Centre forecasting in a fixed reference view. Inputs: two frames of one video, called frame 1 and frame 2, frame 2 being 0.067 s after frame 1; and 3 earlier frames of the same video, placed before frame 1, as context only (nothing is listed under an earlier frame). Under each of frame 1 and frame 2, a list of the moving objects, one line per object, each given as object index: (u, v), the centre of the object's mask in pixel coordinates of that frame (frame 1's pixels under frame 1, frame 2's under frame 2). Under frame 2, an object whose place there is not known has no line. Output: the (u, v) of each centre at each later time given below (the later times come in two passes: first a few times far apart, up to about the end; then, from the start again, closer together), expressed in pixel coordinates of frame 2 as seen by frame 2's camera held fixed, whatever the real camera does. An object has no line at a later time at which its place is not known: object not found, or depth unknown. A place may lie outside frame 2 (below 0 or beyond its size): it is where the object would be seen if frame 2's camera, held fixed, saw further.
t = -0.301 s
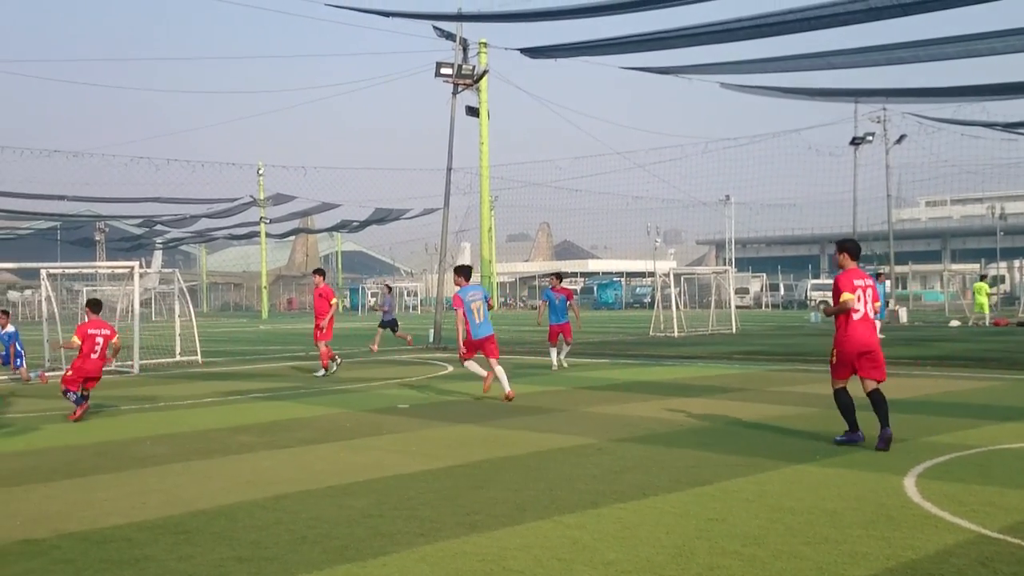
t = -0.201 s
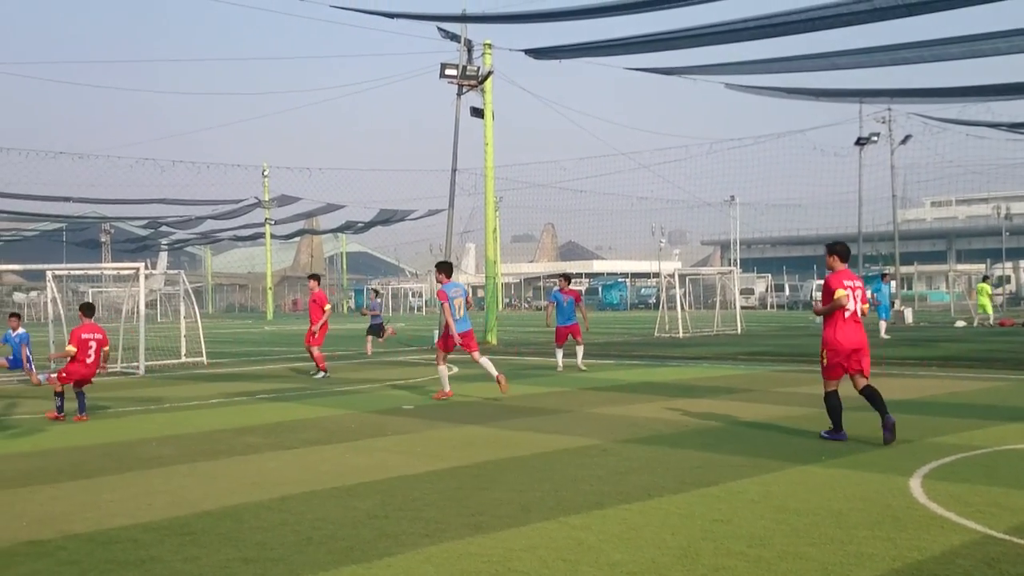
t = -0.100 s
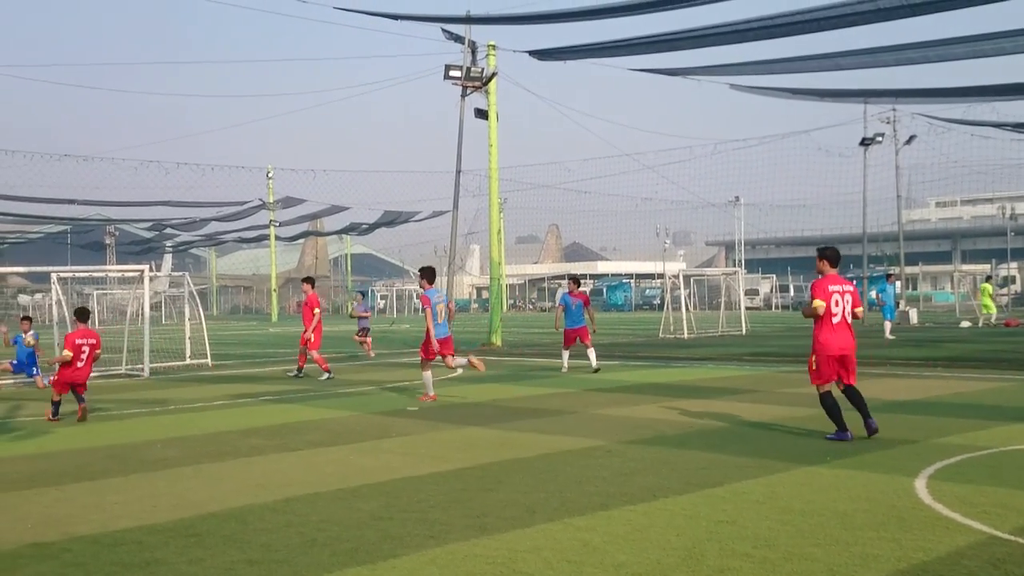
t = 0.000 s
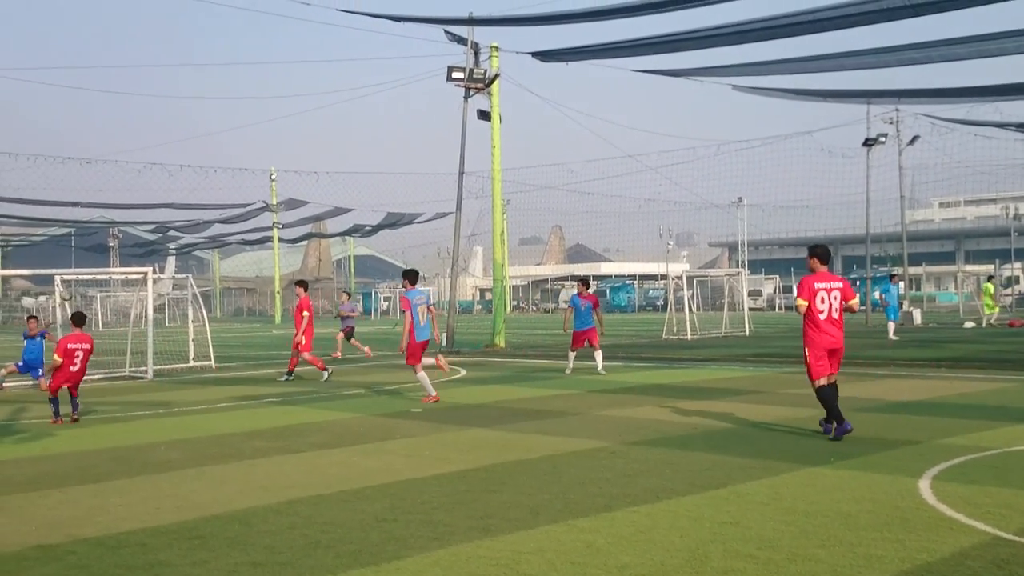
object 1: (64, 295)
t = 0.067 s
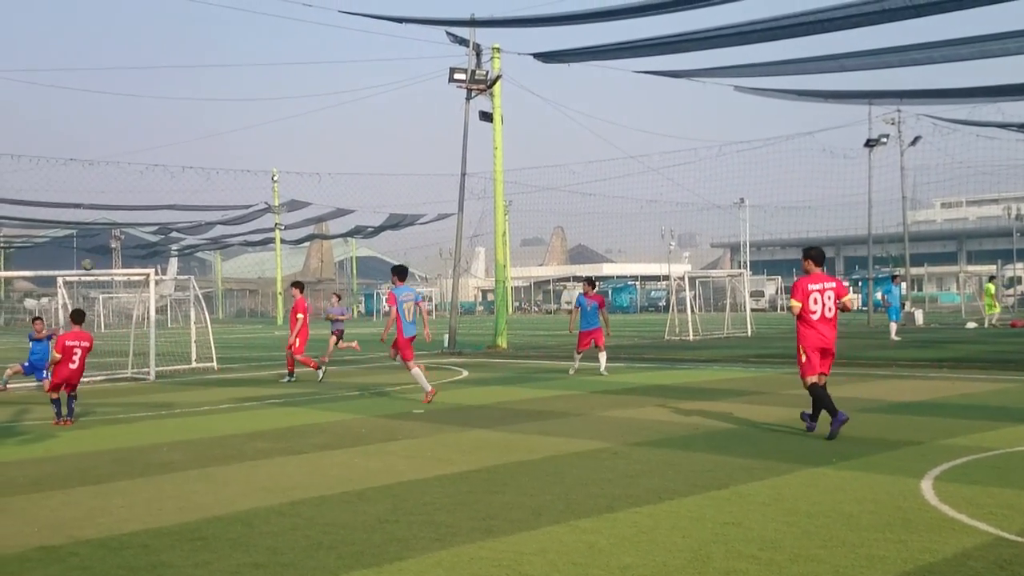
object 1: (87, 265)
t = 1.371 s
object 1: (342, 282)
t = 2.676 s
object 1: (409, 326)
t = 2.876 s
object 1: (413, 324)
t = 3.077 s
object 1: (408, 326)
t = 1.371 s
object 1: (342, 282)
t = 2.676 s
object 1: (409, 326)
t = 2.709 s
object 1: (409, 326)
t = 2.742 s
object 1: (410, 328)
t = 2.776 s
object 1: (410, 328)
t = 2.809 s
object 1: (411, 327)
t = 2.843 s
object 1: (412, 324)
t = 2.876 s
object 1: (413, 324)
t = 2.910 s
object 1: (413, 325)
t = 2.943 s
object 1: (412, 321)
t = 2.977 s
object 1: (411, 323)
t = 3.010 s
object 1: (410, 324)
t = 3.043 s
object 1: (408, 325)
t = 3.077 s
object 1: (408, 326)
